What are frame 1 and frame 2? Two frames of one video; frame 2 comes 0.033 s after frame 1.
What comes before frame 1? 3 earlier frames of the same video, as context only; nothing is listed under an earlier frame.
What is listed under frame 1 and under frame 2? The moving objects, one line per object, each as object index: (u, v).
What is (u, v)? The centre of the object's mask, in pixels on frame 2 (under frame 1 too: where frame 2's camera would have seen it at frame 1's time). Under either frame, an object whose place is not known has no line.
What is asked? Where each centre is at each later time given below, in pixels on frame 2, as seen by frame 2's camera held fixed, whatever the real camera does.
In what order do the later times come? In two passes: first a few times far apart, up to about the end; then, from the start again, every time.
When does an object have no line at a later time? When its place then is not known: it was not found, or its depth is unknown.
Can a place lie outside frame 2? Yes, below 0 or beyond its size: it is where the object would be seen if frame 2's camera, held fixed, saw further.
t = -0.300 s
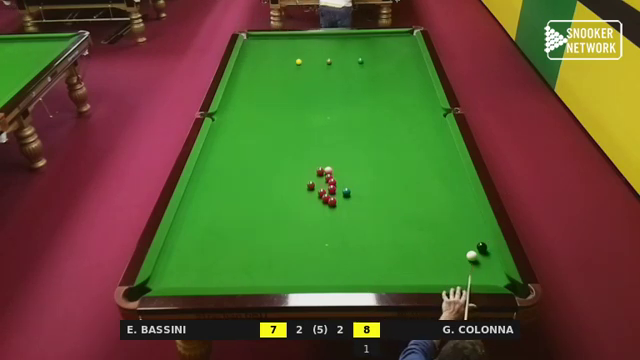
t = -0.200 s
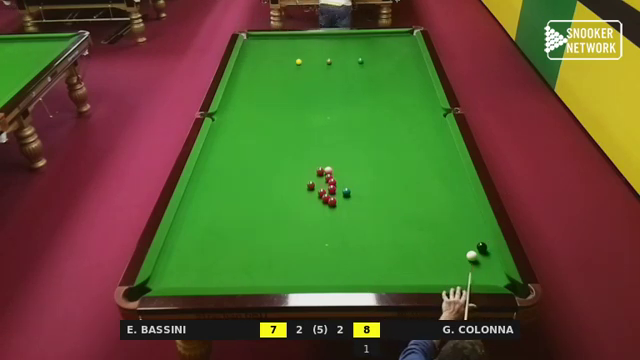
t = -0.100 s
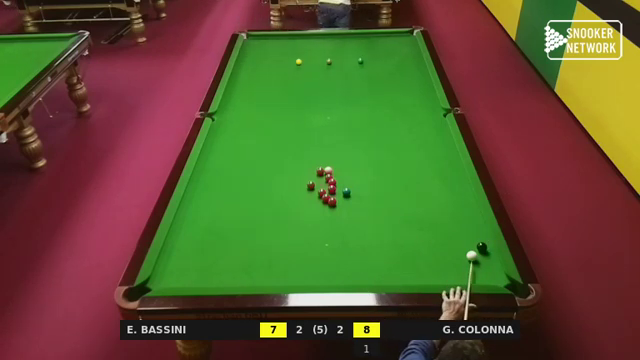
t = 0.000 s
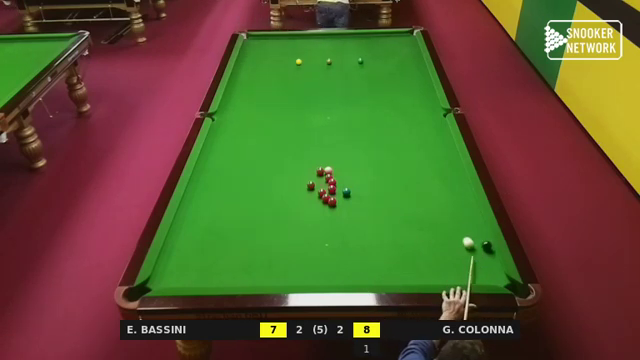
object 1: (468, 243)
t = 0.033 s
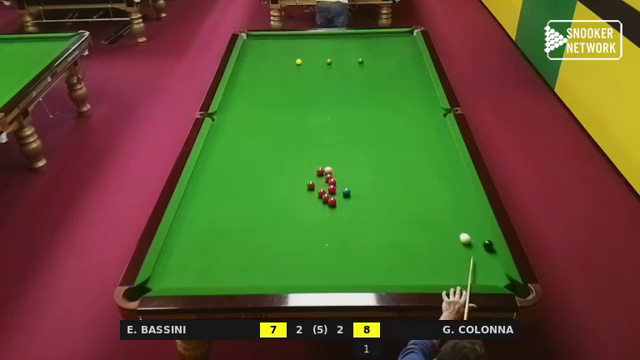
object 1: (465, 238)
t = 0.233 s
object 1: (450, 218)
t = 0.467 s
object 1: (436, 198)
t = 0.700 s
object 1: (423, 181)
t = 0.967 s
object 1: (411, 164)
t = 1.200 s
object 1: (401, 151)
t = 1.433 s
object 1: (392, 139)
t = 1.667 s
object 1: (384, 128)
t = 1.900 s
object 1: (377, 119)
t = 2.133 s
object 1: (371, 110)
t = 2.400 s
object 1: (364, 101)
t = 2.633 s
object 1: (359, 93)
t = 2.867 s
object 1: (354, 87)
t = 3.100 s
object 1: (349, 81)
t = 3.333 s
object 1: (346, 76)
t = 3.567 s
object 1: (342, 71)
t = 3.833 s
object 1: (338, 66)
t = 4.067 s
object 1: (335, 62)
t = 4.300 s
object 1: (333, 59)
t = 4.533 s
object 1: (331, 56)
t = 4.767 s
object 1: (330, 53)
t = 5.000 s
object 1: (329, 51)
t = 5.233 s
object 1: (328, 48)
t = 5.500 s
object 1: (327, 46)
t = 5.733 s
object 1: (326, 45)
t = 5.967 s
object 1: (326, 43)
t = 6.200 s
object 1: (326, 42)
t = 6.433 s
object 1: (326, 41)
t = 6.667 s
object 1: (325, 41)
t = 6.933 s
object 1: (325, 40)
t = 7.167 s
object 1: (325, 40)
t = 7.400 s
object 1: (325, 40)
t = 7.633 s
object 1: (325, 40)
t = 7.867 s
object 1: (325, 40)
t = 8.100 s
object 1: (325, 40)
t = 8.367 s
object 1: (325, 40)
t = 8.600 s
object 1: (325, 40)
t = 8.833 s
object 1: (325, 40)
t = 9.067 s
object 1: (325, 40)
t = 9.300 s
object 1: (325, 40)
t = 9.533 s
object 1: (325, 40)
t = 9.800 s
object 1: (325, 40)
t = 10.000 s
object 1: (325, 40)
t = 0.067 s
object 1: (462, 235)
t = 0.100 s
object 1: (459, 231)
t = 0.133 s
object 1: (457, 228)
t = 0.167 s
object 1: (455, 225)
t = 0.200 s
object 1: (453, 221)
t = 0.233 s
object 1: (450, 218)
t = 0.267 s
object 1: (448, 215)
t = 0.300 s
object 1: (446, 212)
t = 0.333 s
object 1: (444, 210)
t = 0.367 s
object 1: (442, 207)
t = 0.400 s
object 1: (440, 204)
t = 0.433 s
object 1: (438, 201)
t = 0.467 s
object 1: (436, 198)
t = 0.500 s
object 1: (434, 196)
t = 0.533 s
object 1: (432, 193)
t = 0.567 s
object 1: (430, 191)
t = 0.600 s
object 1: (429, 188)
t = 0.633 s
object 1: (427, 186)
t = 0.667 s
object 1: (425, 184)
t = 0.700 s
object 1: (423, 181)
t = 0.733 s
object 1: (422, 179)
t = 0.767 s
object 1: (420, 177)
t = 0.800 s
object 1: (418, 175)
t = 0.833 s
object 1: (417, 172)
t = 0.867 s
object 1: (415, 170)
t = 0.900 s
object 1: (414, 168)
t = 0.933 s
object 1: (412, 166)
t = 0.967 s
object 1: (411, 164)
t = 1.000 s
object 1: (409, 162)
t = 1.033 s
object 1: (408, 160)
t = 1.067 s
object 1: (407, 158)
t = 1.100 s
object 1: (405, 156)
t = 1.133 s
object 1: (404, 154)
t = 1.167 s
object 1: (403, 153)
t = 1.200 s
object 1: (401, 151)
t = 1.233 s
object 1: (400, 149)
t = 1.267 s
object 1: (399, 147)
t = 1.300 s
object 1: (397, 145)
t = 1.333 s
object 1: (396, 144)
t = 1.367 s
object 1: (395, 142)
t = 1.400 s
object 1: (393, 140)
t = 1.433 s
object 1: (392, 139)
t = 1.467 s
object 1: (391, 137)
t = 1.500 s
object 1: (390, 135)
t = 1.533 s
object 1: (389, 134)
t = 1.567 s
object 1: (388, 132)
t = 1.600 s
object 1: (387, 131)
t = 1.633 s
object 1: (385, 130)
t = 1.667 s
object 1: (384, 128)
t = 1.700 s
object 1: (383, 127)
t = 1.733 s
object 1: (382, 125)
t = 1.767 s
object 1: (381, 124)
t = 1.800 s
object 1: (380, 122)
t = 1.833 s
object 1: (379, 121)
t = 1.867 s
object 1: (378, 120)
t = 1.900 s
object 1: (377, 119)
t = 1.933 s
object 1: (376, 117)
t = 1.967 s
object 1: (375, 116)
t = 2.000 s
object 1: (374, 115)
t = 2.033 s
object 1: (373, 113)
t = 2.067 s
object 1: (372, 112)
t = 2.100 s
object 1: (372, 111)
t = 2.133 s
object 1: (371, 110)
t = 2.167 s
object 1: (370, 108)
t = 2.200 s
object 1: (369, 107)
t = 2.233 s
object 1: (368, 106)
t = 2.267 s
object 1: (367, 105)
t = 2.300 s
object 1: (366, 104)
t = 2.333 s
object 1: (366, 103)
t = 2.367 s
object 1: (365, 102)
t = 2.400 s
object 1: (364, 101)
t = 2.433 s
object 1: (363, 100)
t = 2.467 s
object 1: (362, 99)
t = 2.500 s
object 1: (361, 98)
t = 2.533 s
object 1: (361, 97)
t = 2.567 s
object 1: (360, 96)
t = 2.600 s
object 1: (359, 95)
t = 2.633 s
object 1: (359, 93)
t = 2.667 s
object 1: (358, 93)
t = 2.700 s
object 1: (357, 92)
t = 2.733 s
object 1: (356, 91)
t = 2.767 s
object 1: (356, 90)
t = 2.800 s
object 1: (355, 89)
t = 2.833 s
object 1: (355, 88)
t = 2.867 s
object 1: (354, 87)
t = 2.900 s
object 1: (353, 86)
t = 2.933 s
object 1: (353, 85)
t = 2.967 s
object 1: (352, 85)
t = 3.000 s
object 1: (351, 84)
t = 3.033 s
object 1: (351, 83)
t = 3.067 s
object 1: (350, 82)
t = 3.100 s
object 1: (349, 81)
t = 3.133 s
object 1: (349, 80)
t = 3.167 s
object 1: (348, 79)
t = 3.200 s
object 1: (348, 79)
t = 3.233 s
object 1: (347, 78)
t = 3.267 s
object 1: (347, 77)
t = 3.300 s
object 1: (346, 77)
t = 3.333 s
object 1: (346, 76)
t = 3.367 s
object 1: (345, 75)
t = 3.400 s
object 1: (344, 74)
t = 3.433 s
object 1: (344, 74)
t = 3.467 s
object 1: (343, 73)
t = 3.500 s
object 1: (343, 72)
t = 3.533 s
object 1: (342, 72)
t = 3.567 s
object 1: (342, 71)
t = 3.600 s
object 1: (341, 70)
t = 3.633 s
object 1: (341, 70)
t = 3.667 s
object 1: (340, 69)
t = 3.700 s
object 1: (340, 68)
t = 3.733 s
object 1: (340, 68)
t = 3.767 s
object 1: (339, 67)
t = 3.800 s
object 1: (339, 66)
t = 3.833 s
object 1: (338, 66)
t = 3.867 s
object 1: (338, 65)
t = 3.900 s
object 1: (337, 65)
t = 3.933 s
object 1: (337, 64)
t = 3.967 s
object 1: (336, 64)
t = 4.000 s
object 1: (336, 63)
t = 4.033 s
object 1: (335, 63)
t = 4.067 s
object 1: (335, 62)
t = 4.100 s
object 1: (335, 61)
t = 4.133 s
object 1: (334, 61)
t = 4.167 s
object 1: (334, 60)
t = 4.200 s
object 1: (334, 60)
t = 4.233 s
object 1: (333, 60)
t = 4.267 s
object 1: (333, 59)
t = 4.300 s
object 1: (333, 59)
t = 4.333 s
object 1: (333, 58)
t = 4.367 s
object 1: (332, 58)
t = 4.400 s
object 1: (332, 57)
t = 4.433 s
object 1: (332, 57)
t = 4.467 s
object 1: (332, 57)
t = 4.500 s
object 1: (332, 56)
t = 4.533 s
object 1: (331, 56)
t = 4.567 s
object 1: (331, 55)
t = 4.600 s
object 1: (331, 55)
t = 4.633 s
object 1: (331, 54)
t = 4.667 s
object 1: (331, 54)
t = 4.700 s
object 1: (330, 54)
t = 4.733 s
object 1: (330, 53)
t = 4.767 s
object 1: (330, 53)
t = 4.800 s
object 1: (330, 52)
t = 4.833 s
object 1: (330, 52)
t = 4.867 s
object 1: (329, 52)
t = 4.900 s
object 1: (329, 52)
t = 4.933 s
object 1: (329, 51)
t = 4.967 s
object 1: (329, 51)
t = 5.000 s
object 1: (329, 51)
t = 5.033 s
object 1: (329, 50)
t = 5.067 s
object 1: (329, 50)
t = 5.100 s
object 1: (328, 49)
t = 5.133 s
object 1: (328, 49)
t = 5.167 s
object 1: (328, 49)
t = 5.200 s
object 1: (328, 49)
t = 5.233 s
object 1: (328, 48)
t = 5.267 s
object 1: (327, 48)
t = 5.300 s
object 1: (327, 48)
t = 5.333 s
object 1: (328, 47)
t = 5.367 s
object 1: (327, 47)
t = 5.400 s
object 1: (327, 47)
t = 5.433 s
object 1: (327, 47)
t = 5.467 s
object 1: (327, 46)
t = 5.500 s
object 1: (327, 46)
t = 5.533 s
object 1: (327, 46)
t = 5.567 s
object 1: (327, 46)
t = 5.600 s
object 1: (327, 45)
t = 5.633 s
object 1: (327, 45)
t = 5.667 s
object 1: (326, 45)
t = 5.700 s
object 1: (326, 45)
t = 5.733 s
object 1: (326, 45)
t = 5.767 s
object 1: (326, 44)
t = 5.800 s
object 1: (326, 44)
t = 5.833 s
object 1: (326, 44)
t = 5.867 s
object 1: (326, 44)
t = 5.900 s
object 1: (326, 43)
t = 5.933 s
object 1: (326, 43)
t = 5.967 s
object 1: (326, 43)
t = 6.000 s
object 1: (326, 43)
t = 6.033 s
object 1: (326, 43)
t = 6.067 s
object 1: (326, 43)
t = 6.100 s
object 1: (326, 43)
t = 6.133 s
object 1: (326, 43)
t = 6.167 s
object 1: (326, 43)
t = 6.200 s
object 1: (326, 42)
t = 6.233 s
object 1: (326, 42)
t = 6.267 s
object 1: (326, 42)
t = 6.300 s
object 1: (326, 42)
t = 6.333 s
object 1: (326, 42)
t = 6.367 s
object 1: (326, 42)
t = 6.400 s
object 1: (326, 41)
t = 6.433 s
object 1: (326, 41)
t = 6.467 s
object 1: (326, 41)
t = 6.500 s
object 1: (325, 41)
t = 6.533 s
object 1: (325, 41)
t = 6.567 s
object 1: (325, 41)
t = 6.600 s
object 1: (325, 41)
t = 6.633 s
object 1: (325, 41)
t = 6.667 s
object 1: (325, 41)
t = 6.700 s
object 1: (325, 41)
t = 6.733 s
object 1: (325, 41)
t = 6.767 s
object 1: (325, 41)
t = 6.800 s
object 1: (325, 41)
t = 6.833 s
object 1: (325, 40)
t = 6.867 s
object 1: (325, 40)
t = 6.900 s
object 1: (325, 40)
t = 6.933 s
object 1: (325, 40)
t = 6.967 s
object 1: (325, 40)
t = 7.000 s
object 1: (325, 40)
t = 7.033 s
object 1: (325, 40)
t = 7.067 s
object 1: (325, 40)
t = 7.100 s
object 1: (325, 40)
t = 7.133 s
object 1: (325, 40)
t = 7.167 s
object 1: (325, 40)
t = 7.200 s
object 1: (325, 40)
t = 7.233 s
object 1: (325, 40)
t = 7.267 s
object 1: (325, 40)
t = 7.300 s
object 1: (325, 40)
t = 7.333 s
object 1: (325, 40)
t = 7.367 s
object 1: (325, 40)
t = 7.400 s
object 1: (325, 40)
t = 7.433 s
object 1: (325, 40)
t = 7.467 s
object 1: (325, 40)
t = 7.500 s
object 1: (325, 40)
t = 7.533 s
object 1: (325, 40)
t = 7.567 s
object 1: (325, 40)
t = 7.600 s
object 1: (325, 40)
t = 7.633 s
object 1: (325, 40)
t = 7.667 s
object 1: (325, 40)
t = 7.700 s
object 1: (325, 40)
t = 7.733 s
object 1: (325, 40)
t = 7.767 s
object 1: (325, 40)
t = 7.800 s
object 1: (325, 40)
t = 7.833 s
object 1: (325, 40)
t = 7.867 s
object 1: (325, 40)
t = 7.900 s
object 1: (325, 40)
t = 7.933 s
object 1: (325, 40)
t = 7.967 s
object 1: (325, 40)
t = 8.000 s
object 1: (325, 40)
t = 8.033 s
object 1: (325, 40)
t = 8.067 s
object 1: (325, 40)
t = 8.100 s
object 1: (325, 40)
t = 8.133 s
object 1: (325, 40)
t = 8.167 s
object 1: (325, 40)
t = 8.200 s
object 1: (325, 40)
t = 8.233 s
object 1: (325, 40)
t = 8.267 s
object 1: (325, 40)
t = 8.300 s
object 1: (325, 40)
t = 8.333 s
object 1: (325, 40)
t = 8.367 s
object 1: (325, 40)
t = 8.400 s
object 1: (325, 40)
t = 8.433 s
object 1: (325, 40)
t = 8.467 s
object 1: (325, 40)
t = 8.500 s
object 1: (325, 40)
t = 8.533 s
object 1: (325, 40)
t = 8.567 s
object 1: (325, 40)
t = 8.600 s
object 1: (325, 40)
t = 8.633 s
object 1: (325, 40)
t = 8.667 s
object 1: (325, 40)
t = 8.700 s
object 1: (325, 40)
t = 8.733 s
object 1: (325, 40)
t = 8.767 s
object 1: (325, 40)
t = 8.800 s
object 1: (325, 40)
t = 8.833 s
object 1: (325, 40)
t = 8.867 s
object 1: (325, 40)
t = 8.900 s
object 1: (325, 40)
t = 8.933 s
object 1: (325, 40)
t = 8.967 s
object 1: (325, 40)
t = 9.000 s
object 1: (325, 40)
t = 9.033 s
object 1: (325, 40)
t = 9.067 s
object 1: (325, 40)
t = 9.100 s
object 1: (325, 40)
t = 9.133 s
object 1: (325, 40)
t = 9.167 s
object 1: (325, 40)
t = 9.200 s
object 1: (325, 40)
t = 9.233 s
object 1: (325, 40)
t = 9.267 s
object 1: (325, 40)
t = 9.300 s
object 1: (325, 40)
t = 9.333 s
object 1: (325, 40)
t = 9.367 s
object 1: (325, 40)
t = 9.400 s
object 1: (325, 40)
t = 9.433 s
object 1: (325, 40)
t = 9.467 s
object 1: (325, 40)
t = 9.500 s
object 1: (325, 40)
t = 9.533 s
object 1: (325, 40)
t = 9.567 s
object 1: (325, 40)
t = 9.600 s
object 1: (325, 40)
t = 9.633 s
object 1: (325, 40)
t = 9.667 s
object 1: (325, 40)
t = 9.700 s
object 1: (325, 40)
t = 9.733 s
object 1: (325, 40)
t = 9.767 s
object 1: (325, 40)
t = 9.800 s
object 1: (325, 40)
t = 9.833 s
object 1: (325, 40)
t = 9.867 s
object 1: (325, 40)
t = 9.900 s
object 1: (324, 40)
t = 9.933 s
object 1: (325, 40)
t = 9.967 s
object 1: (324, 40)
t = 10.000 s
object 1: (325, 40)
